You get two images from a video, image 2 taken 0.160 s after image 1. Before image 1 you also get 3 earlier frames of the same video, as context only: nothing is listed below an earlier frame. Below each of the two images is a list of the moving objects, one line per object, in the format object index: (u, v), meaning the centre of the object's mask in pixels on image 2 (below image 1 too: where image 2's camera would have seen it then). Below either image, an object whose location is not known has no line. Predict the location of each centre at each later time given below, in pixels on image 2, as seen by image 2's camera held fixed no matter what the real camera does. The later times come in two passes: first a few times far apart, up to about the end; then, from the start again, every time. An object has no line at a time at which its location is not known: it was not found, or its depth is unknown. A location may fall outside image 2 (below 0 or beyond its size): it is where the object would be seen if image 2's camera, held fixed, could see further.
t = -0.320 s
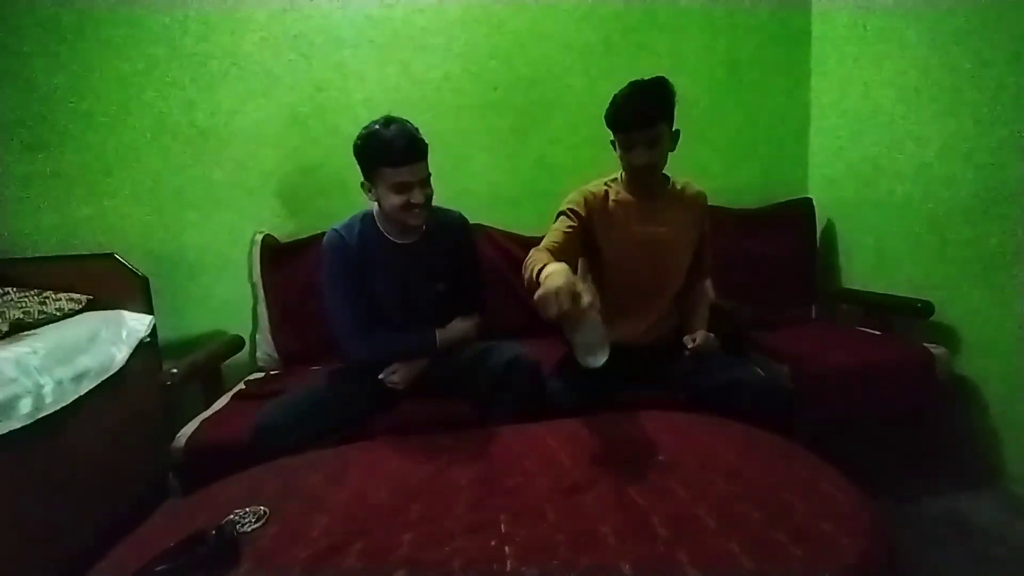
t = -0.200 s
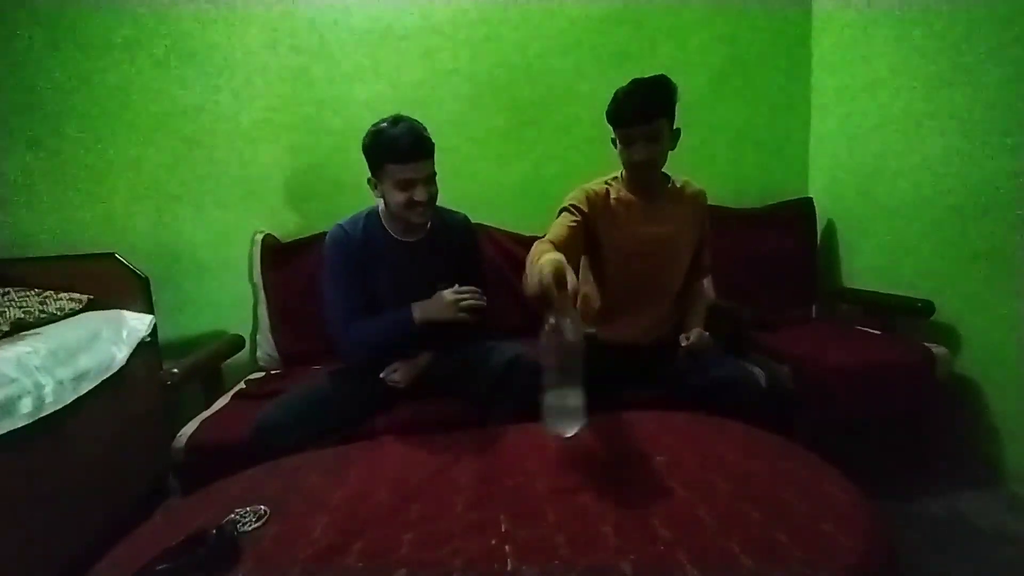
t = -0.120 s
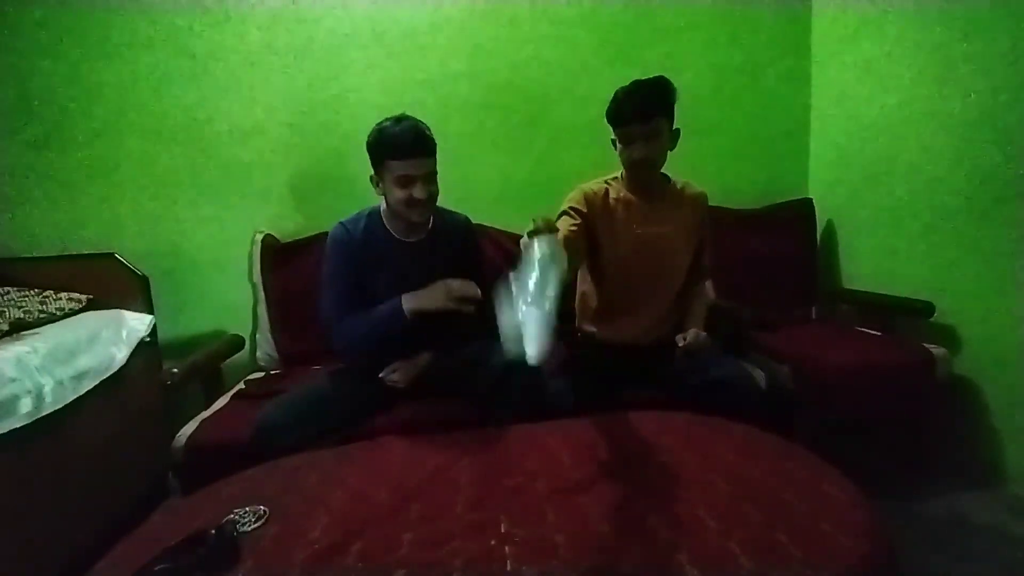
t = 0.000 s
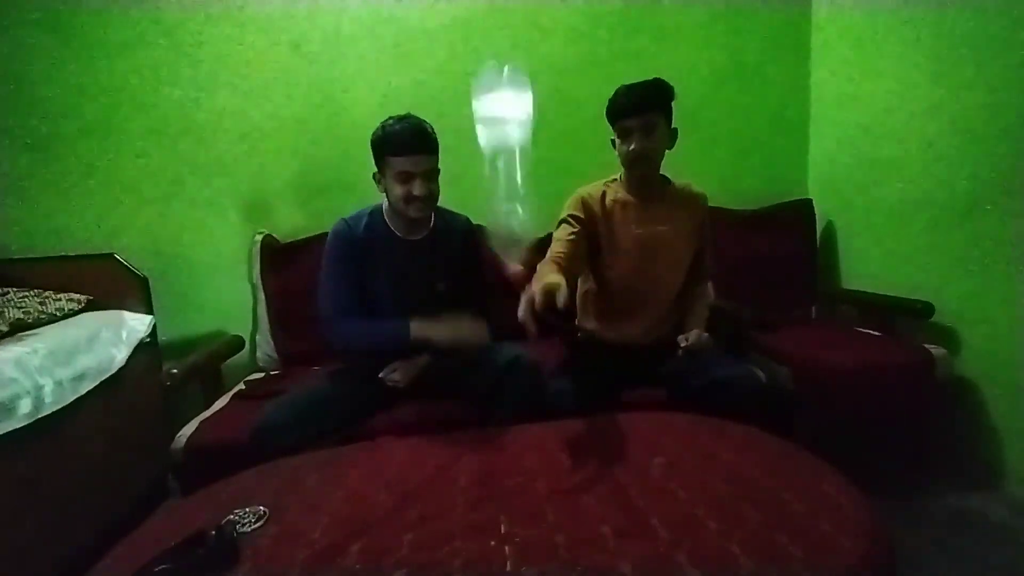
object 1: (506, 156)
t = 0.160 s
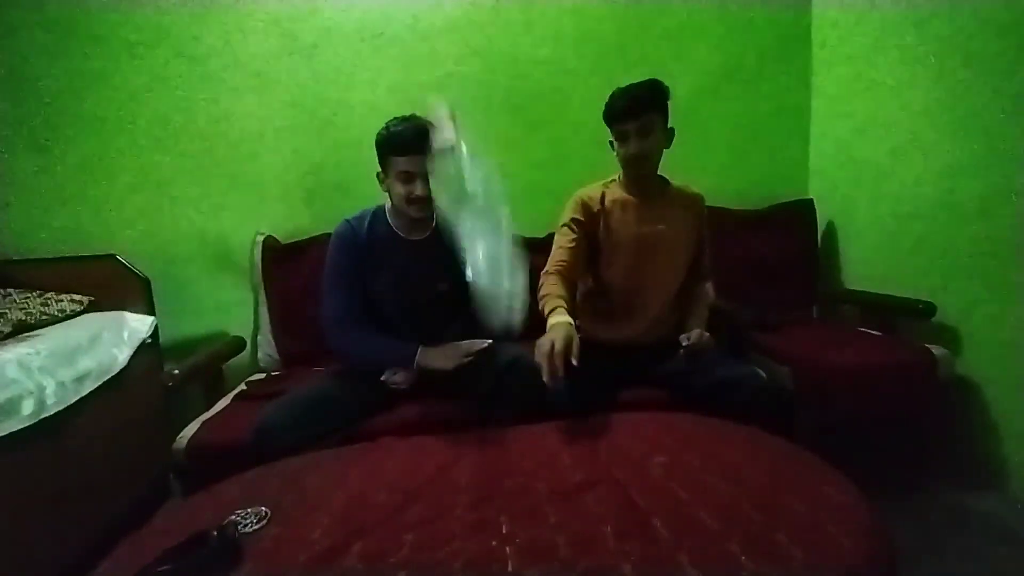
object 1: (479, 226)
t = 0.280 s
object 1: (487, 454)
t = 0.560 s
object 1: (445, 472)
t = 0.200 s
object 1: (487, 342)
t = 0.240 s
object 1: (491, 457)
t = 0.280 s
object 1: (487, 454)
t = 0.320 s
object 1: (485, 446)
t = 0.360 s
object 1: (480, 442)
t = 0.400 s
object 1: (473, 442)
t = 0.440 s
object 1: (463, 450)
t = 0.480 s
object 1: (457, 470)
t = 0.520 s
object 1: (451, 470)
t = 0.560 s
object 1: (445, 472)
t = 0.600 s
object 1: (440, 473)
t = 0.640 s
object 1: (436, 474)
